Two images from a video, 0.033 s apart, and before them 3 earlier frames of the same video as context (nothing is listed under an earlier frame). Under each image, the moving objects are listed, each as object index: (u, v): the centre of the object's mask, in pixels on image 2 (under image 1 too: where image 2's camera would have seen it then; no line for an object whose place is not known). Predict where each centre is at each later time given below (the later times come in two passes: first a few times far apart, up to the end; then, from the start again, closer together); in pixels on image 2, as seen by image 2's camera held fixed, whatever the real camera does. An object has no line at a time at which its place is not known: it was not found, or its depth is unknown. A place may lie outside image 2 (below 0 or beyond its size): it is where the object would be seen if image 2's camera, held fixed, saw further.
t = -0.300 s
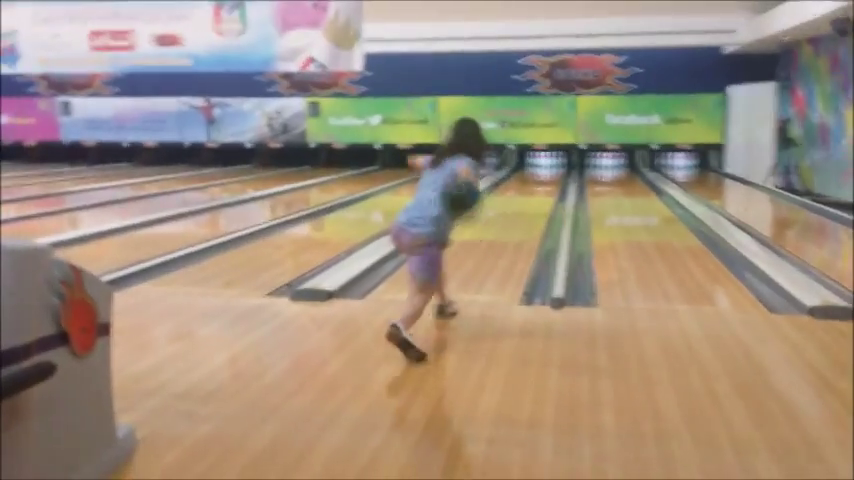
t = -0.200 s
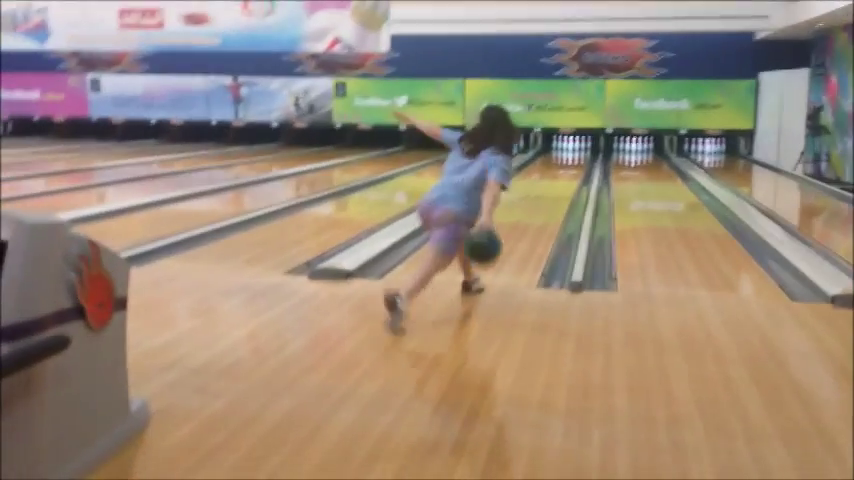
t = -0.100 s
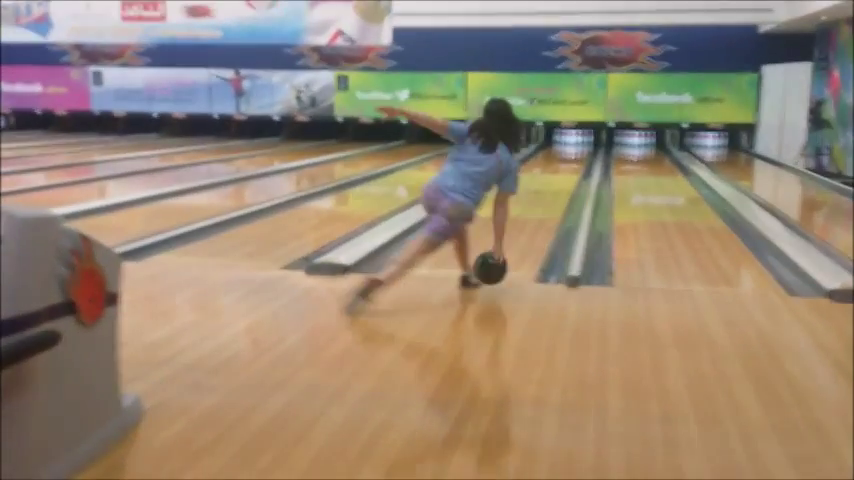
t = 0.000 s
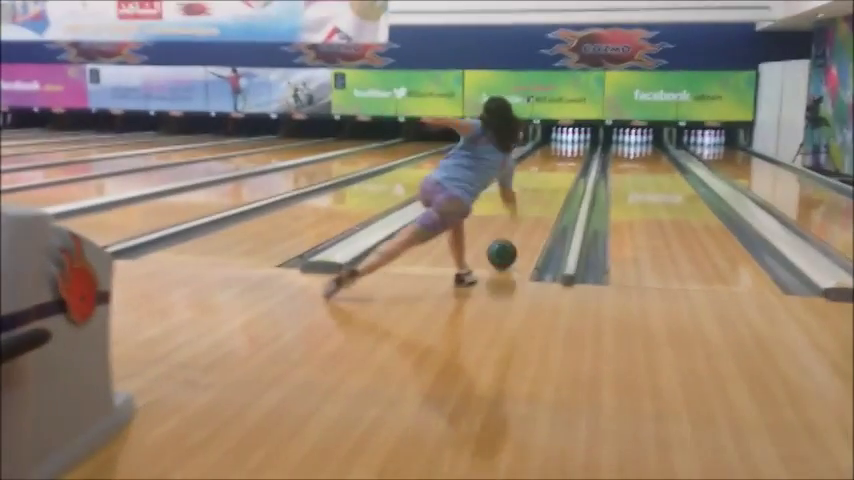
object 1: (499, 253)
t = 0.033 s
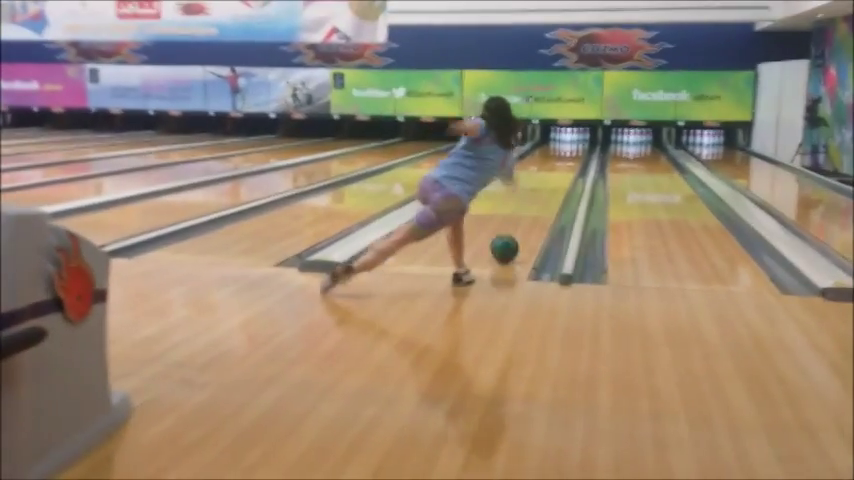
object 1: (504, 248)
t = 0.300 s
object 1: (532, 214)
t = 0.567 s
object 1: (550, 192)
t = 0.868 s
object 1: (561, 176)
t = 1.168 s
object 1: (568, 165)
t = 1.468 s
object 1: (572, 157)
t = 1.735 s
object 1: (573, 150)
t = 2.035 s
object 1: (573, 145)
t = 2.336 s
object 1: (570, 141)
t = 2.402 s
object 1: (570, 141)
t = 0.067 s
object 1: (509, 243)
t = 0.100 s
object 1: (513, 238)
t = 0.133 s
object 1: (517, 233)
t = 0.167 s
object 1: (520, 228)
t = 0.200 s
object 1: (523, 224)
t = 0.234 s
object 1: (526, 220)
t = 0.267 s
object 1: (529, 217)
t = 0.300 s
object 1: (532, 214)
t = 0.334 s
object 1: (535, 211)
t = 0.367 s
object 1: (537, 207)
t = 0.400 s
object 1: (539, 204)
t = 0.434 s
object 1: (542, 202)
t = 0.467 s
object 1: (544, 199)
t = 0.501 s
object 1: (546, 197)
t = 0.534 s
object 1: (548, 195)
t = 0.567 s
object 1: (550, 192)
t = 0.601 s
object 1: (551, 190)
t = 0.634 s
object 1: (553, 188)
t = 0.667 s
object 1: (554, 186)
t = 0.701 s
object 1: (555, 184)
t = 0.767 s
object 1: (558, 181)
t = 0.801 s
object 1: (559, 179)
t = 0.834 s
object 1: (560, 178)
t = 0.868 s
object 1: (561, 176)
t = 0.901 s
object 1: (562, 175)
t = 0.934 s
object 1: (563, 173)
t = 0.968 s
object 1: (563, 172)
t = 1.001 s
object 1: (565, 171)
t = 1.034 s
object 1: (565, 169)
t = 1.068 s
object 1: (566, 168)
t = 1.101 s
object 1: (566, 167)
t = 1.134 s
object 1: (567, 166)
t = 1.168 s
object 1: (568, 165)
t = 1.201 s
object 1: (568, 164)
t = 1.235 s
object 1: (569, 162)
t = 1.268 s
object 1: (569, 162)
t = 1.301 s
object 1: (570, 161)
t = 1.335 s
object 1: (571, 160)
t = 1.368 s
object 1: (571, 159)
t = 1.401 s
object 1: (571, 158)
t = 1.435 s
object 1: (572, 157)
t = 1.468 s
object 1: (572, 157)
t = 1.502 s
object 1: (572, 156)
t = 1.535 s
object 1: (571, 155)
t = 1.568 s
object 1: (572, 154)
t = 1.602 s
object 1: (572, 153)
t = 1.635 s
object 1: (572, 152)
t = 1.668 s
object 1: (573, 152)
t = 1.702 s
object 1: (573, 151)
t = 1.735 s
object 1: (573, 150)
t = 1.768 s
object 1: (574, 149)
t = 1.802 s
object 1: (573, 149)
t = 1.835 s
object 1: (574, 148)
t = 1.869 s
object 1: (574, 148)
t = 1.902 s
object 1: (573, 148)
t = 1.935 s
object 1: (574, 147)
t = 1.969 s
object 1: (574, 146)
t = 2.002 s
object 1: (574, 146)
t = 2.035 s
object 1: (573, 145)
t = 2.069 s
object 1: (573, 145)
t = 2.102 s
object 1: (573, 144)
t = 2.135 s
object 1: (573, 143)
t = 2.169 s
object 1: (572, 143)
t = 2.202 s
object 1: (572, 143)
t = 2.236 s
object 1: (571, 142)
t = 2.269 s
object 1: (571, 142)
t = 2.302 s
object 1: (571, 141)
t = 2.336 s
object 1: (570, 141)
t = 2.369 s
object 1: (570, 141)
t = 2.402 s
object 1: (570, 141)
